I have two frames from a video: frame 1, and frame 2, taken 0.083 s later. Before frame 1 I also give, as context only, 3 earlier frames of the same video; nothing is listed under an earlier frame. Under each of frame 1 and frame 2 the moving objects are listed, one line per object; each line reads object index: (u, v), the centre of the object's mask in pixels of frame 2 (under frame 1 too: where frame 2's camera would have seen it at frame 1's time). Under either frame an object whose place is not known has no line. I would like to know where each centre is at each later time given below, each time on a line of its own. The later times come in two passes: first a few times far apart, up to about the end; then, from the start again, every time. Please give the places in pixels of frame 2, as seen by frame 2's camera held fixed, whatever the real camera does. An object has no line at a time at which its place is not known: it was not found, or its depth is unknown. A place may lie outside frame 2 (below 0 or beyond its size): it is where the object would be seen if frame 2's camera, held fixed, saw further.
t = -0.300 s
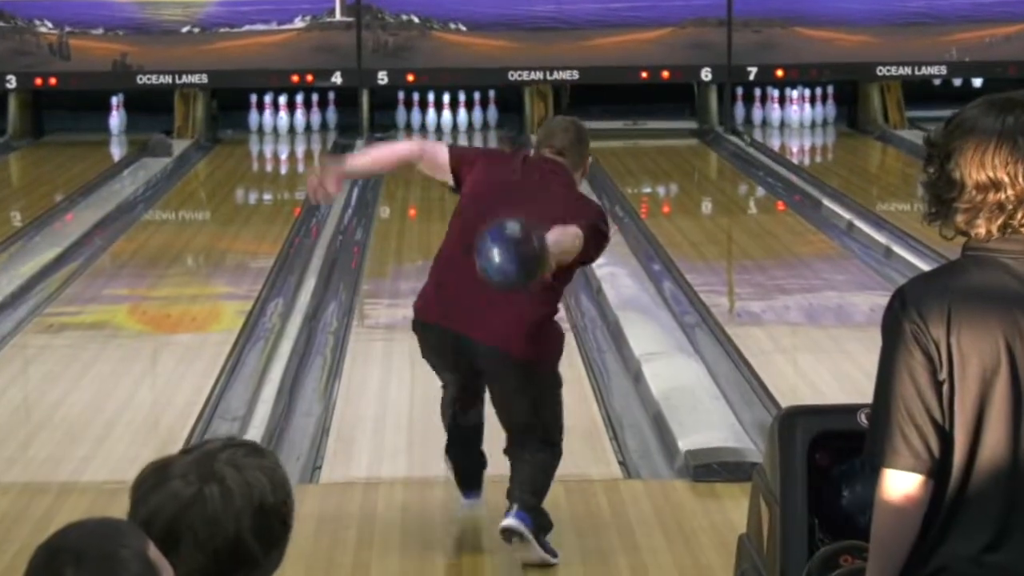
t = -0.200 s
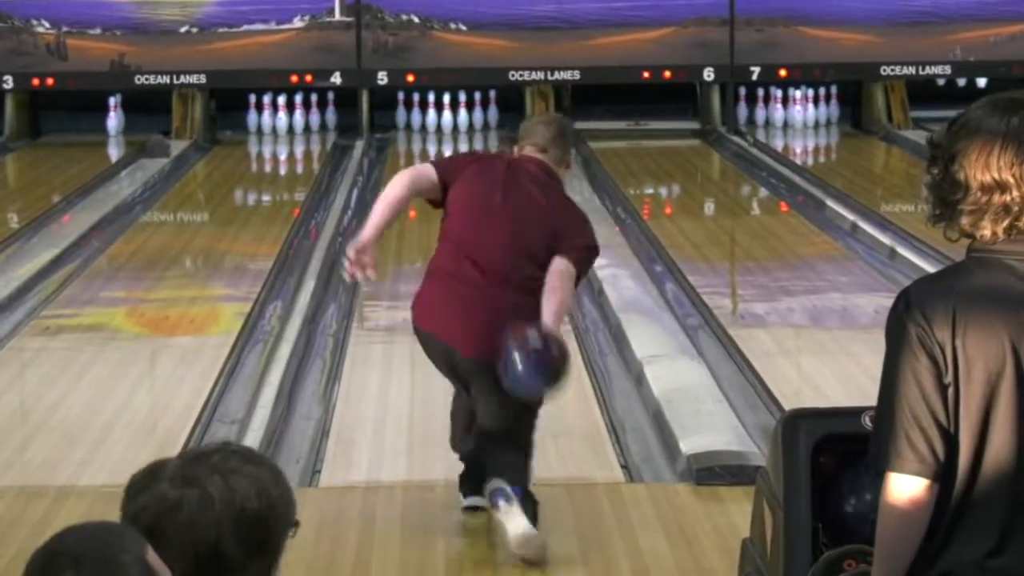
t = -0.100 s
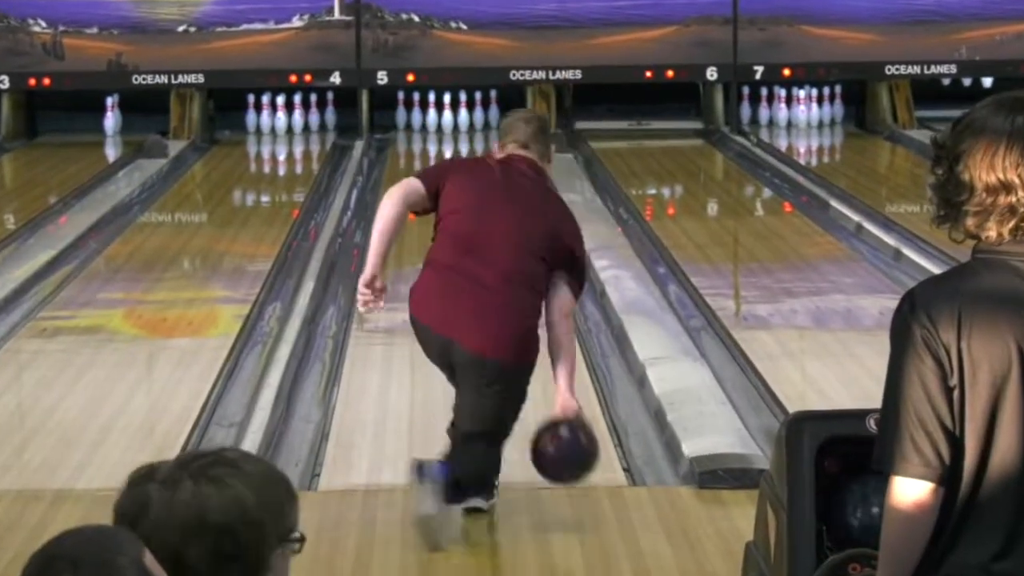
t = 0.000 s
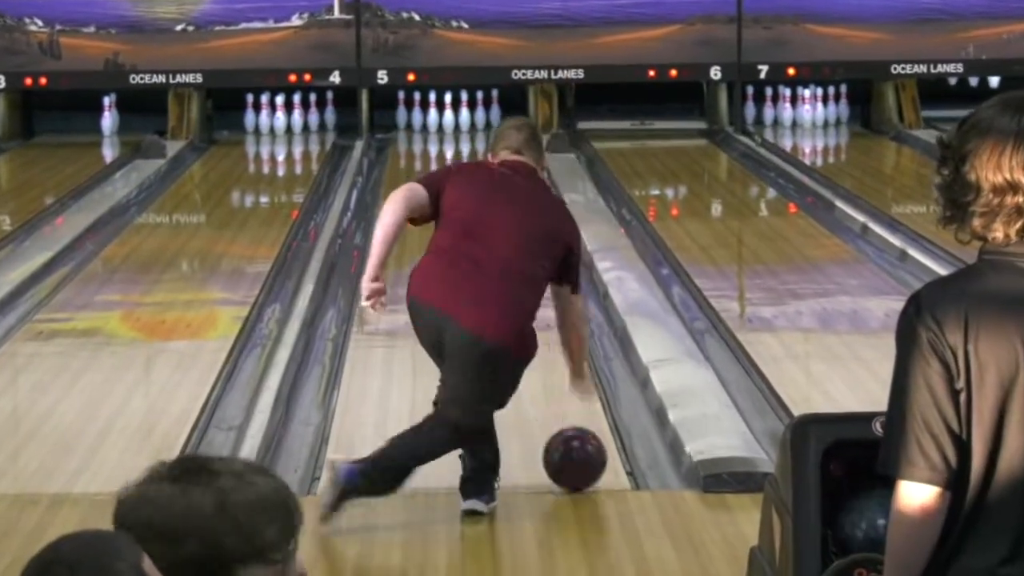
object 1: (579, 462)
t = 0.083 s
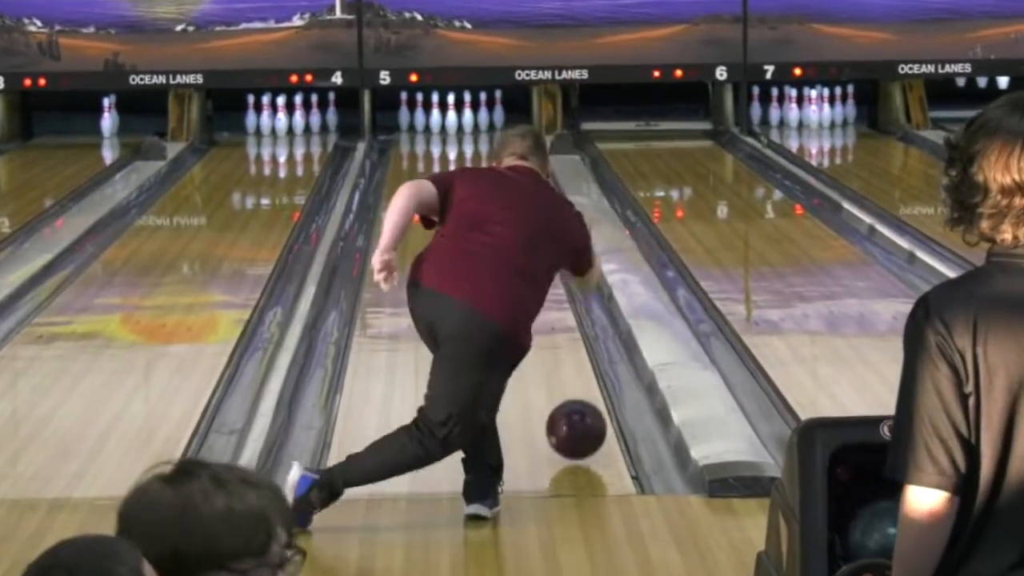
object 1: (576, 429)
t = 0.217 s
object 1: (571, 387)
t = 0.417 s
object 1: (565, 332)
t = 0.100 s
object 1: (575, 425)
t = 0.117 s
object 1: (575, 420)
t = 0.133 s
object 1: (574, 414)
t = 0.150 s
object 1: (573, 409)
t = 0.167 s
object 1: (573, 403)
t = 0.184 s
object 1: (572, 398)
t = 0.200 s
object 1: (571, 393)
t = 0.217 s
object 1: (571, 387)
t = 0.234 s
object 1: (570, 382)
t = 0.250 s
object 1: (570, 377)
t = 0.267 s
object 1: (569, 372)
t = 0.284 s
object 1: (569, 368)
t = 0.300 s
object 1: (569, 363)
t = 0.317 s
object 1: (568, 358)
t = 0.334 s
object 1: (568, 353)
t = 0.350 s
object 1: (567, 349)
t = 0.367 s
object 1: (567, 345)
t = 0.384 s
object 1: (566, 341)
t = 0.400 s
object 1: (566, 336)
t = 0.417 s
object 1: (565, 332)
